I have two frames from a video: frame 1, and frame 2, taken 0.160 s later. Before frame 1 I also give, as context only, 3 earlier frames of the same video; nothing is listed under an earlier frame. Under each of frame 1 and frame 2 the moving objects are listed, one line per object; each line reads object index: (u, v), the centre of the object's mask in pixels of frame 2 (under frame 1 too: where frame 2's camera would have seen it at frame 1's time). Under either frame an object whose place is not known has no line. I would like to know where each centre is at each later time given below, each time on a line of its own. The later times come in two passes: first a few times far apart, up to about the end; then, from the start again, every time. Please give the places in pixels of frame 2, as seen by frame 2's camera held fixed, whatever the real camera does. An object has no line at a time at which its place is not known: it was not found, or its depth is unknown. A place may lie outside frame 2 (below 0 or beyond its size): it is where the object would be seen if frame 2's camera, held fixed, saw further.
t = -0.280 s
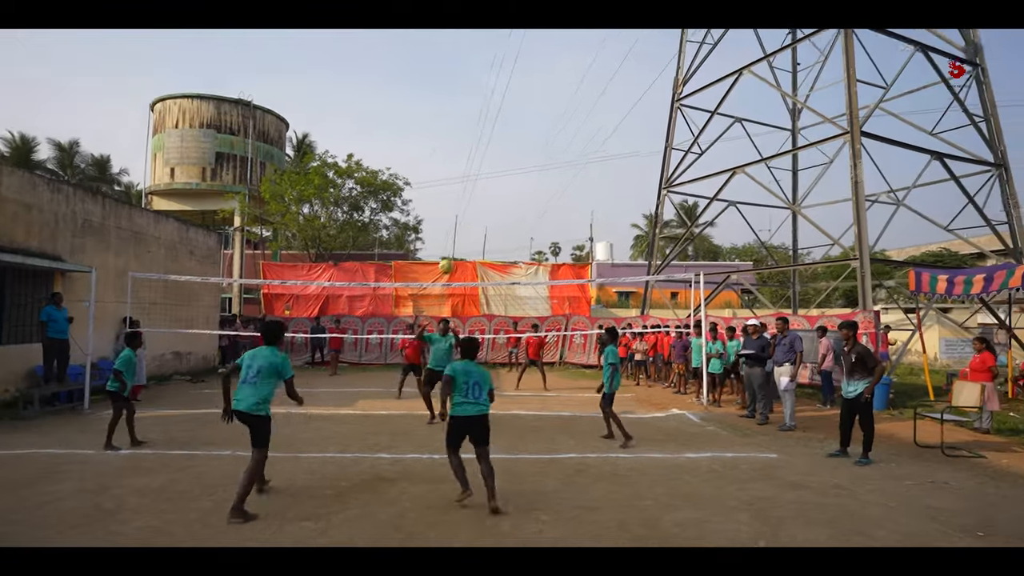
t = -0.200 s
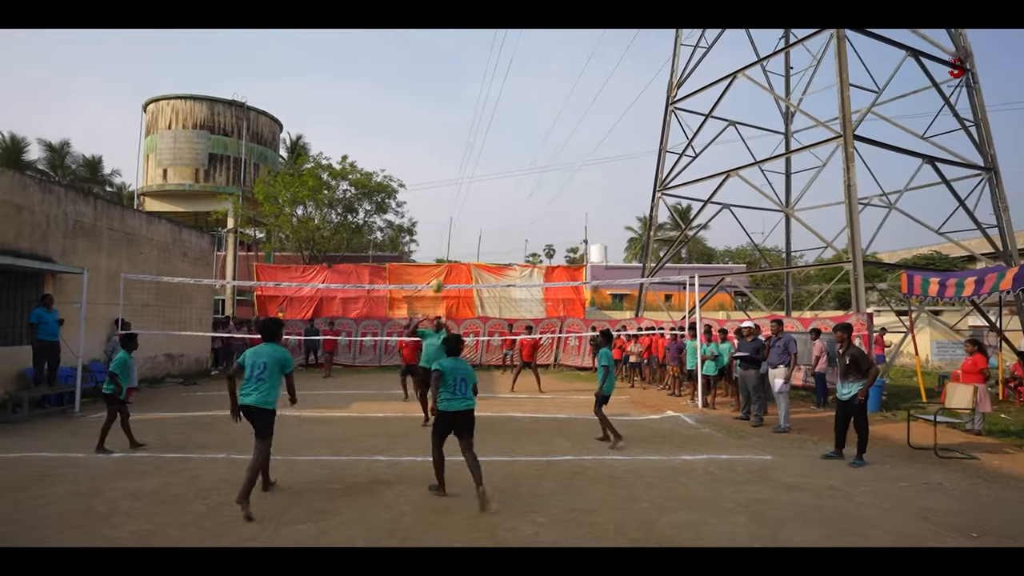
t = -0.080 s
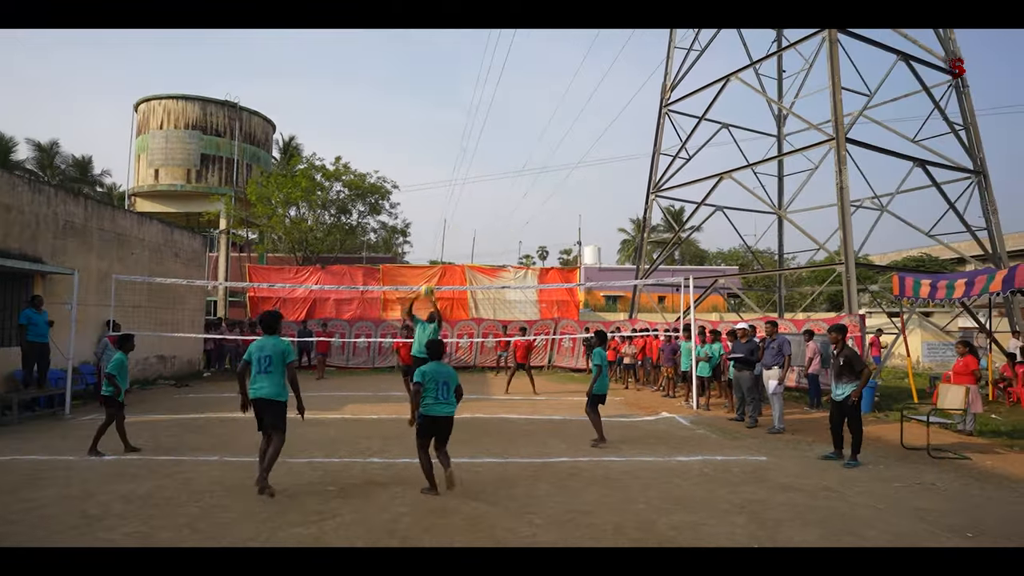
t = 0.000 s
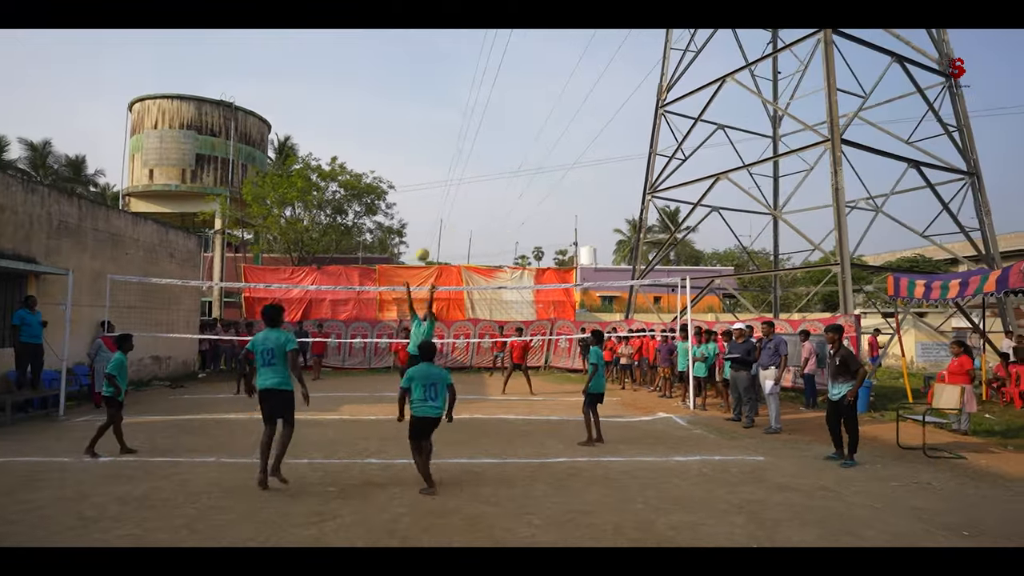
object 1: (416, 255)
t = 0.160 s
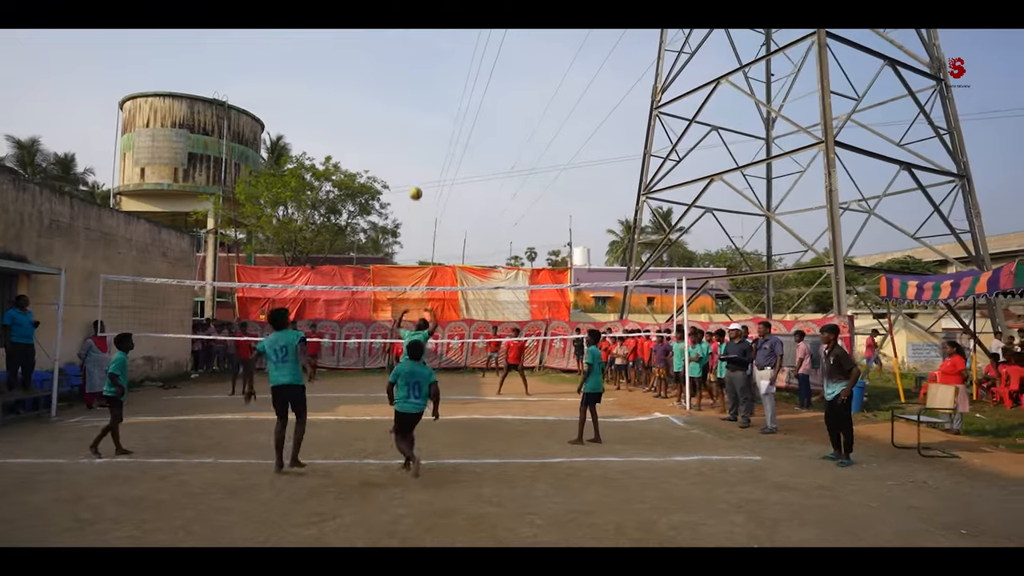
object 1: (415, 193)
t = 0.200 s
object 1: (415, 180)
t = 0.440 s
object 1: (413, 125)
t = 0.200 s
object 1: (415, 180)
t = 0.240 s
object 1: (415, 169)
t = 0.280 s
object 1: (414, 158)
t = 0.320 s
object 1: (414, 149)
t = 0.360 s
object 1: (414, 140)
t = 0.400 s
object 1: (413, 132)
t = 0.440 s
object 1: (413, 125)
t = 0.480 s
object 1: (412, 120)
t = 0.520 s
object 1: (412, 115)
